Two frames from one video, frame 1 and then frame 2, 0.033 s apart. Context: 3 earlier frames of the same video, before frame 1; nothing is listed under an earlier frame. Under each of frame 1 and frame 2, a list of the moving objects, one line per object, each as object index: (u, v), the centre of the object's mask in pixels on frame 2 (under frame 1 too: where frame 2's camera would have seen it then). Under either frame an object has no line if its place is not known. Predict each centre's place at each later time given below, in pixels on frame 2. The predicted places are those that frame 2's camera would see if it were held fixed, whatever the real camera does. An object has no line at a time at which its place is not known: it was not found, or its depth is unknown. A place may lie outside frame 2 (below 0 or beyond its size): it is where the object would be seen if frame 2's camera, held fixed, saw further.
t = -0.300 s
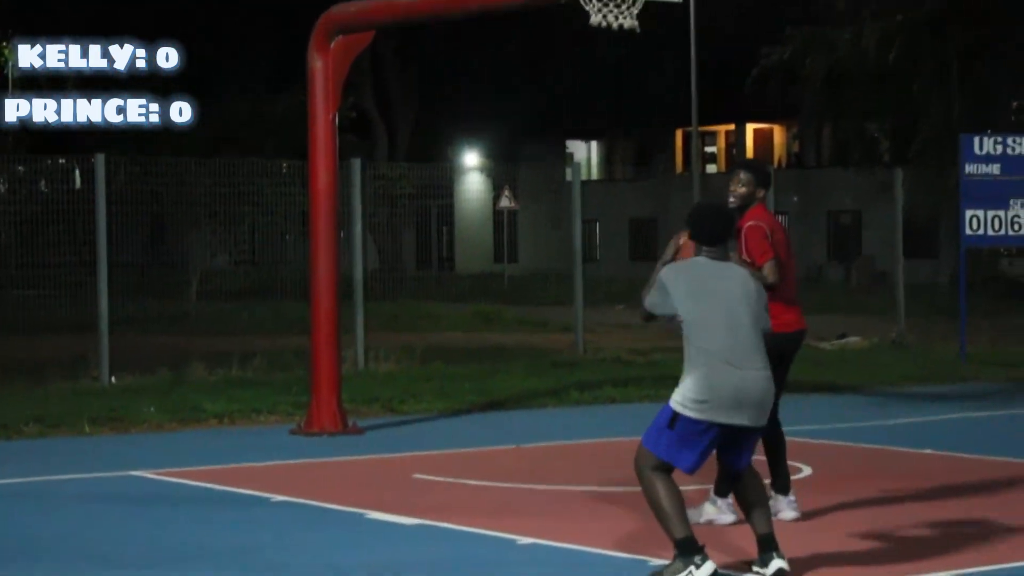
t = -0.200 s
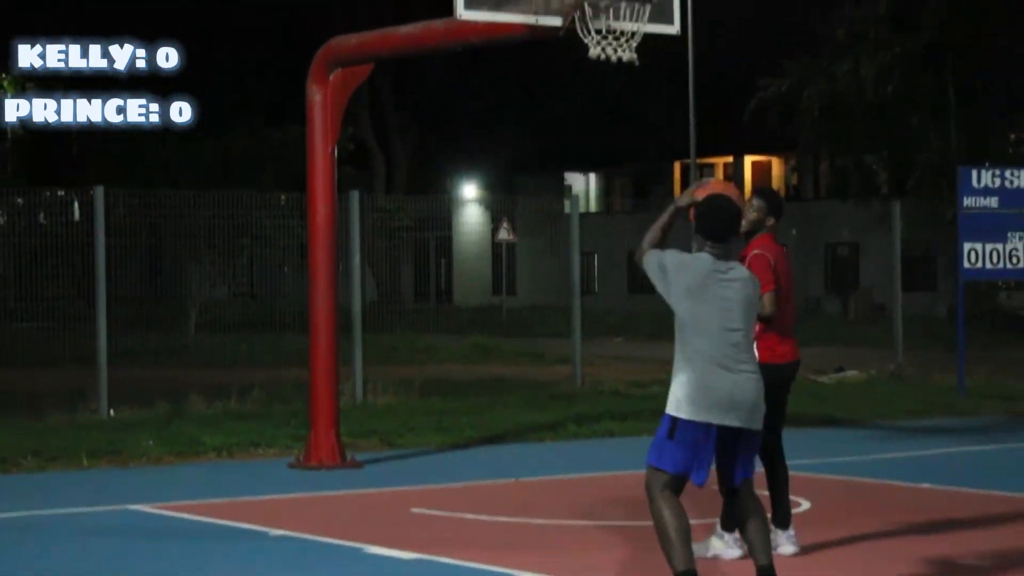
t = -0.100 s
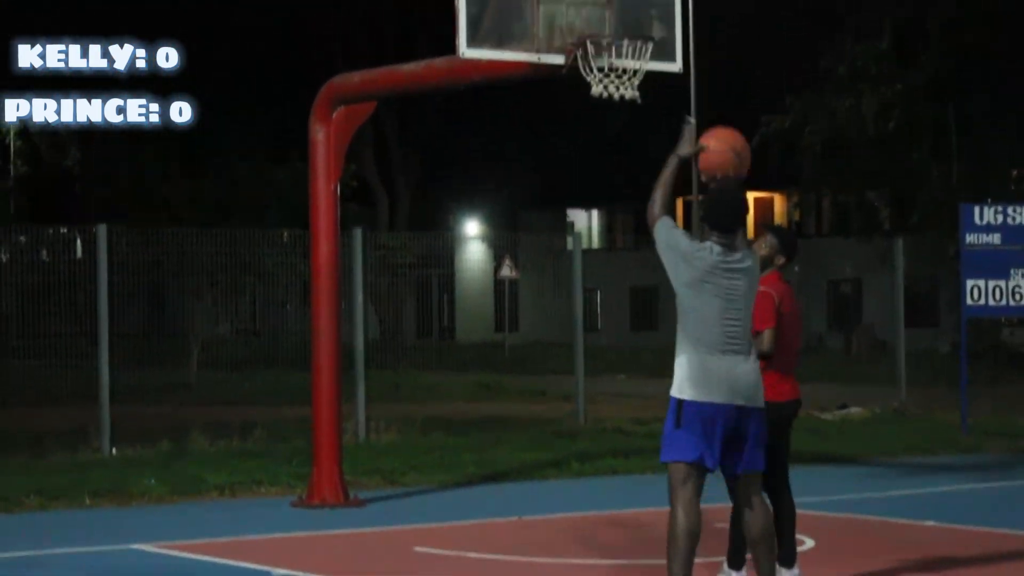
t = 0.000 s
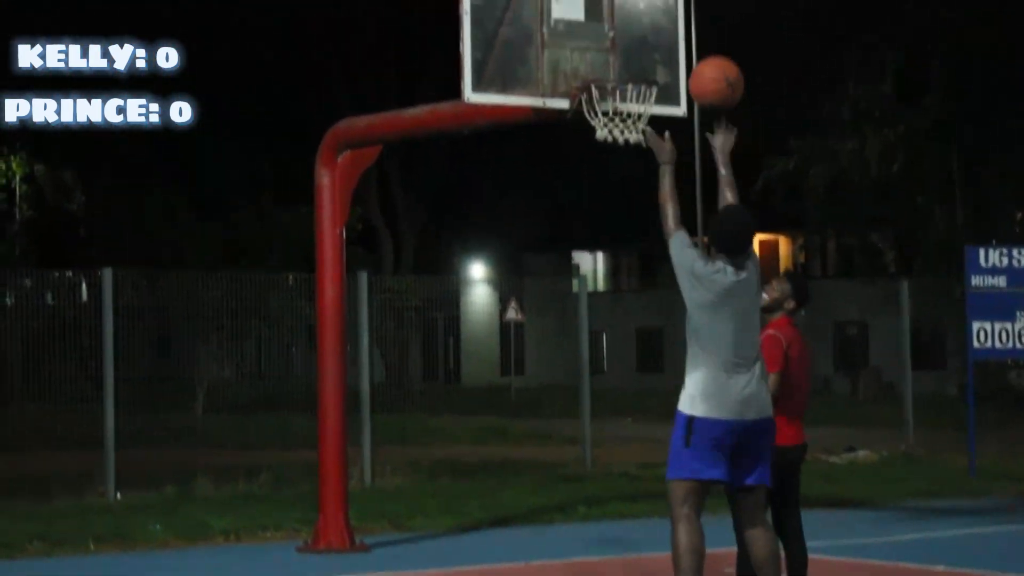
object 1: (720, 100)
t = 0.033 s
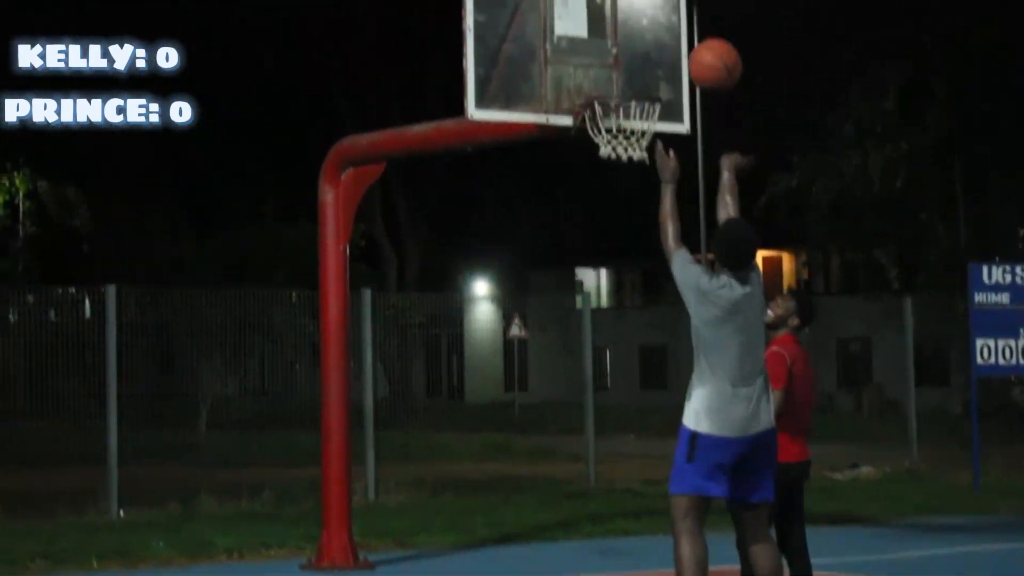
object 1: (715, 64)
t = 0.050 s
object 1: (713, 48)
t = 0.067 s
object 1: (710, 33)
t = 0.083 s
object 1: (708, 19)
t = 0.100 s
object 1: (706, 5)
